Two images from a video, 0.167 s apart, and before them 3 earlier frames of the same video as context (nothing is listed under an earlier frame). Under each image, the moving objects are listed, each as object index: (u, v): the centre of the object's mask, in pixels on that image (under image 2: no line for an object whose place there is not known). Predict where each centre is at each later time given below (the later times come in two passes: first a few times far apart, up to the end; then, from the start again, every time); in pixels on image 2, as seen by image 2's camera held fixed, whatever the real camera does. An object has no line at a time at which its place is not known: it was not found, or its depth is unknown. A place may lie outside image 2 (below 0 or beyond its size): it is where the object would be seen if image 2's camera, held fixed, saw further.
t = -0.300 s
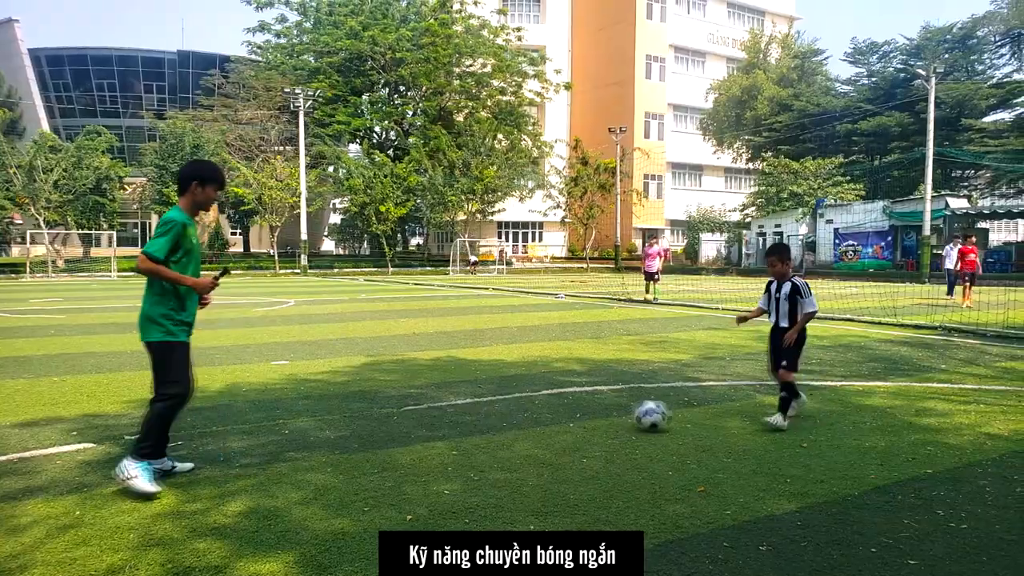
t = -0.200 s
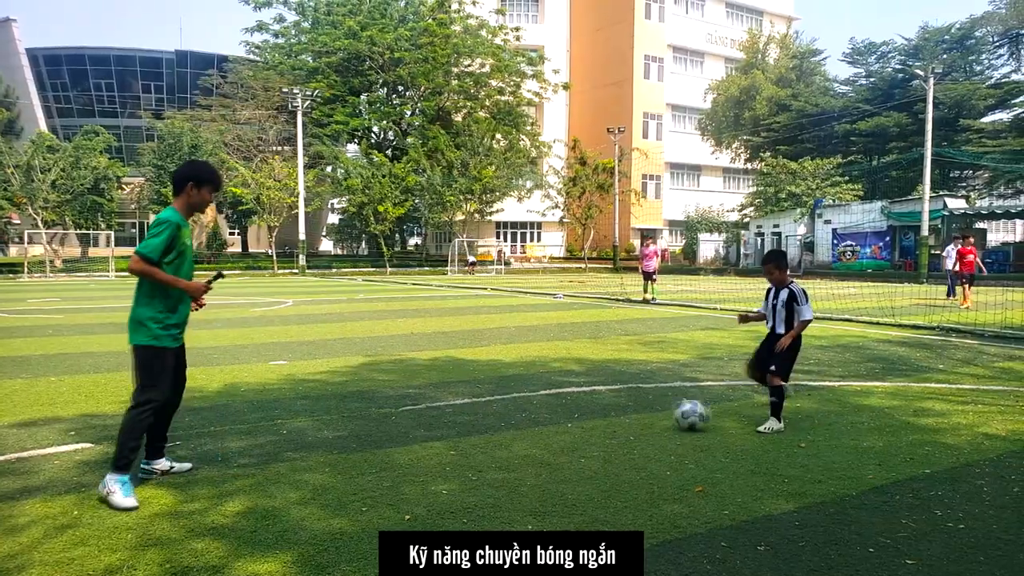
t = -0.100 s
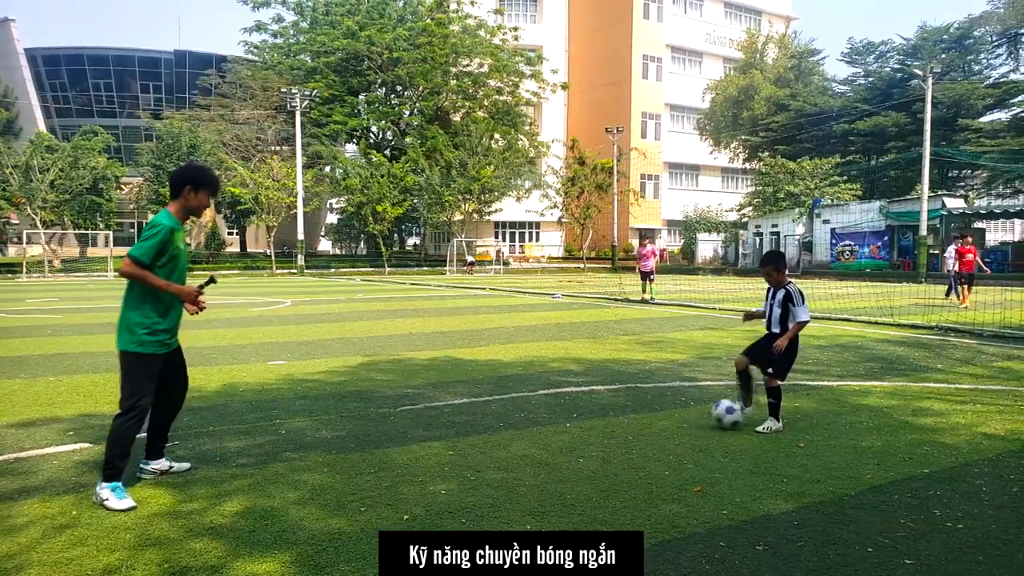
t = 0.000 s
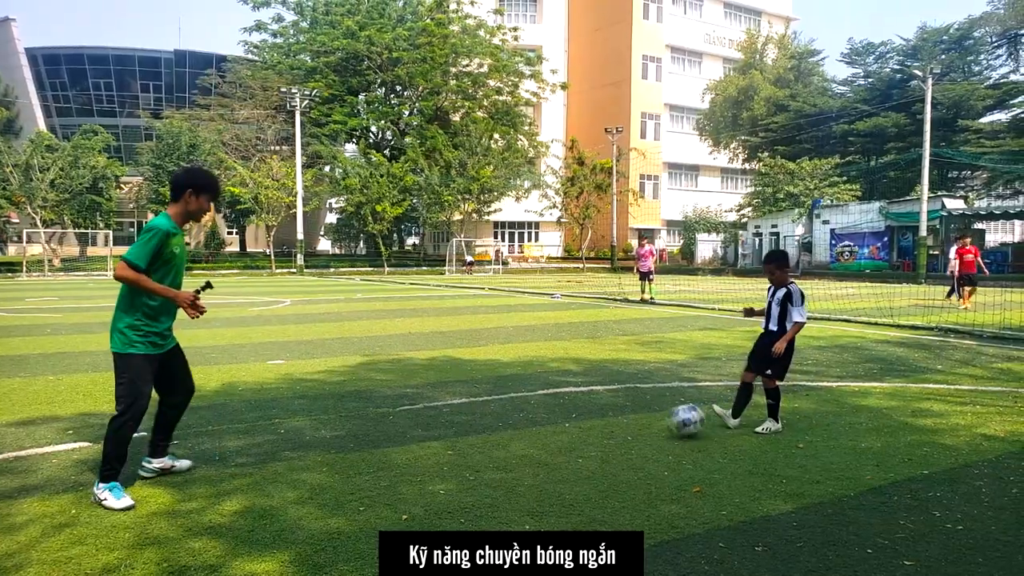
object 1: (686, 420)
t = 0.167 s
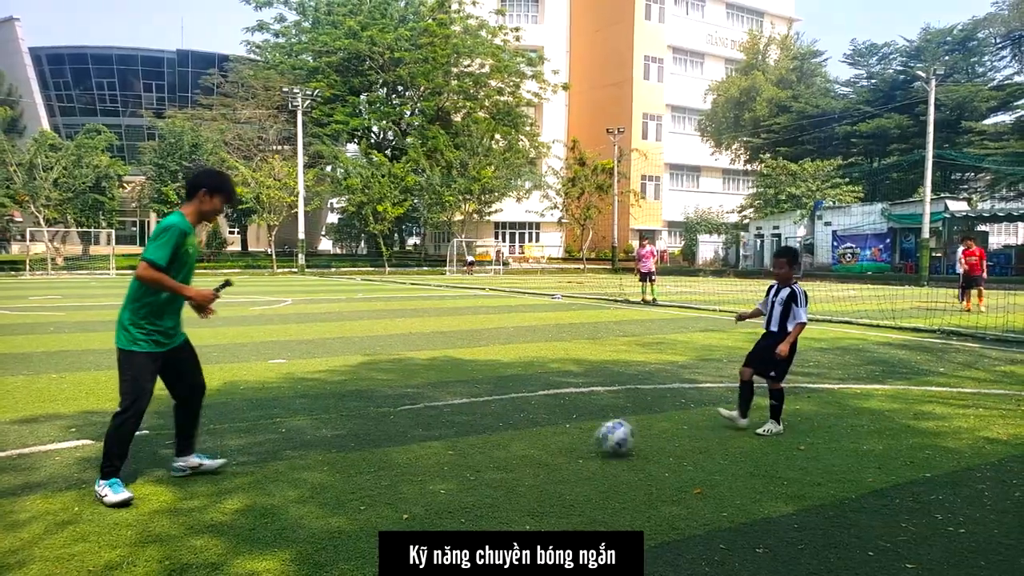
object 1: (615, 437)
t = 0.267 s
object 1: (576, 447)
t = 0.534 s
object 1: (481, 470)
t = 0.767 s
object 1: (387, 492)
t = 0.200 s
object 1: (602, 441)
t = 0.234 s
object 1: (588, 443)
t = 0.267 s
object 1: (576, 447)
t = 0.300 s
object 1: (563, 450)
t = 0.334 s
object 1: (551, 453)
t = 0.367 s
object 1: (539, 455)
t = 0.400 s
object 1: (527, 458)
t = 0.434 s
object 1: (515, 461)
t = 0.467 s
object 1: (505, 464)
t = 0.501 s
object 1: (493, 466)
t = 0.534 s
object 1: (481, 470)
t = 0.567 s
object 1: (468, 473)
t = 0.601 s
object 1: (455, 475)
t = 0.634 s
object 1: (443, 480)
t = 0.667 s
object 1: (429, 482)
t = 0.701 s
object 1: (416, 485)
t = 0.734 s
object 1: (402, 489)
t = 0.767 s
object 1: (387, 492)
